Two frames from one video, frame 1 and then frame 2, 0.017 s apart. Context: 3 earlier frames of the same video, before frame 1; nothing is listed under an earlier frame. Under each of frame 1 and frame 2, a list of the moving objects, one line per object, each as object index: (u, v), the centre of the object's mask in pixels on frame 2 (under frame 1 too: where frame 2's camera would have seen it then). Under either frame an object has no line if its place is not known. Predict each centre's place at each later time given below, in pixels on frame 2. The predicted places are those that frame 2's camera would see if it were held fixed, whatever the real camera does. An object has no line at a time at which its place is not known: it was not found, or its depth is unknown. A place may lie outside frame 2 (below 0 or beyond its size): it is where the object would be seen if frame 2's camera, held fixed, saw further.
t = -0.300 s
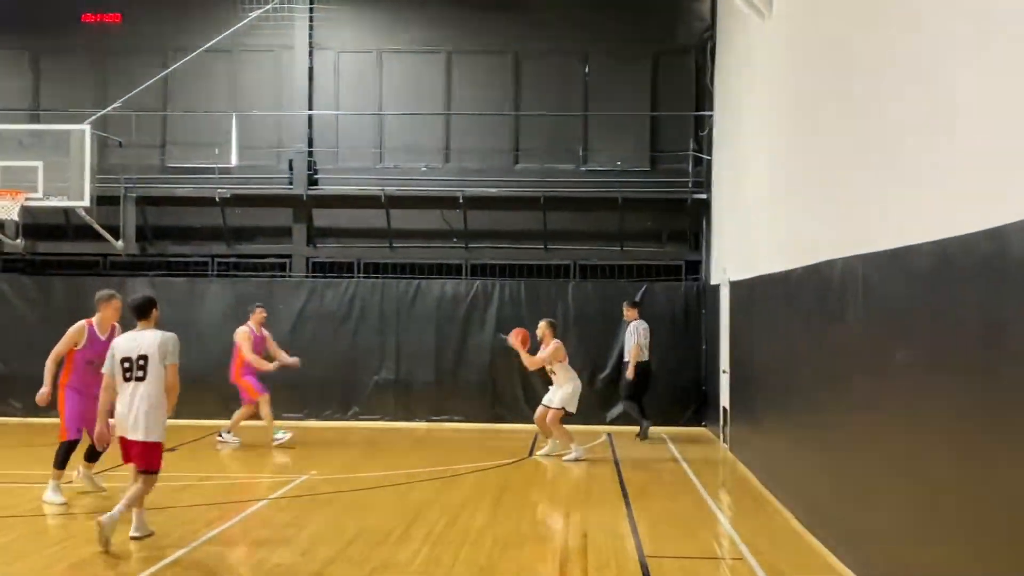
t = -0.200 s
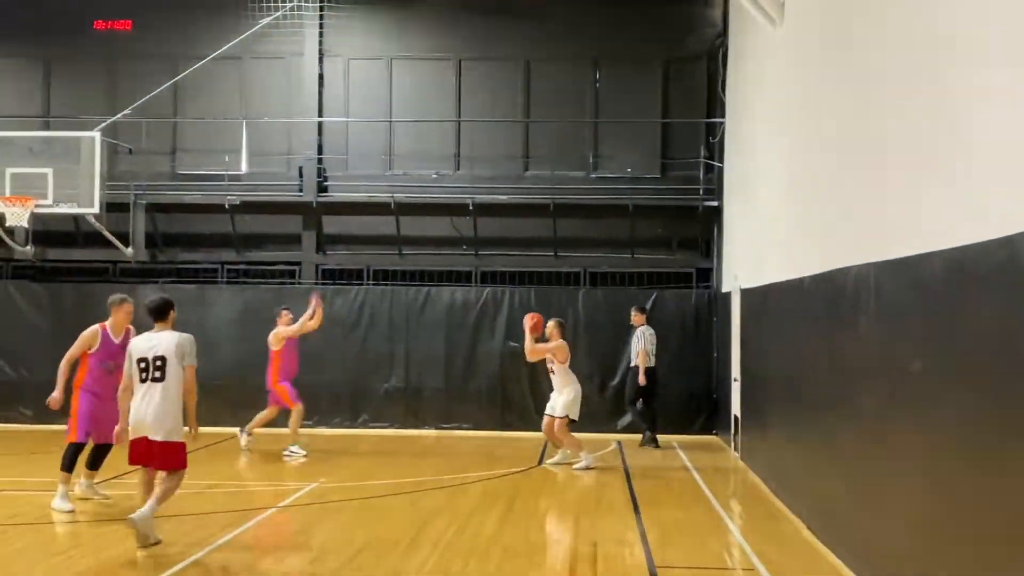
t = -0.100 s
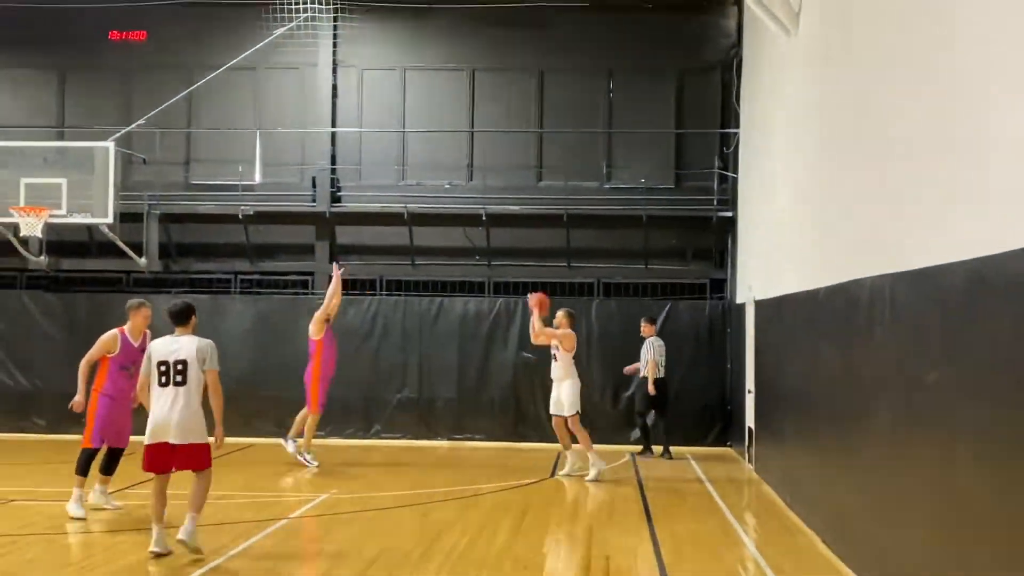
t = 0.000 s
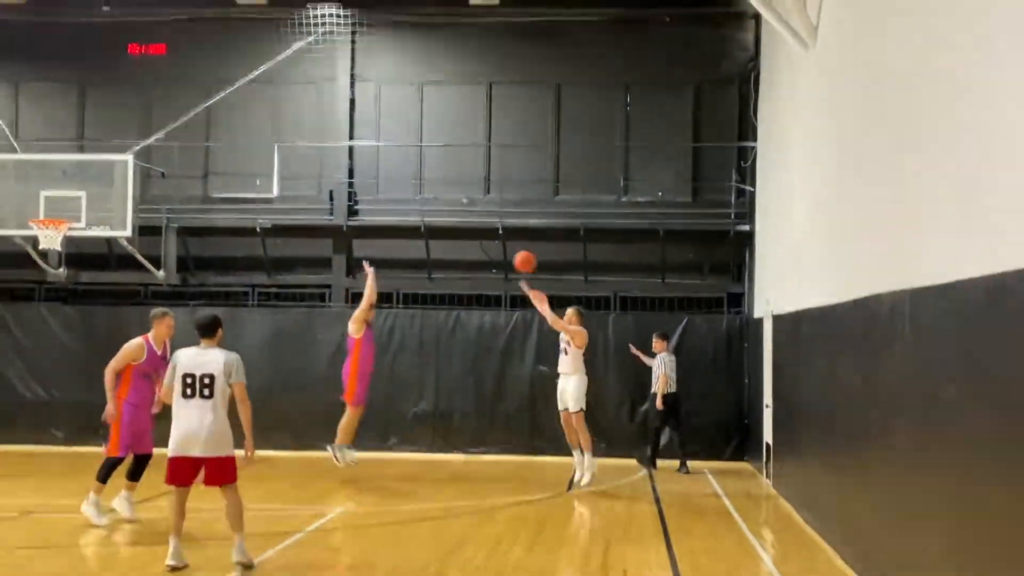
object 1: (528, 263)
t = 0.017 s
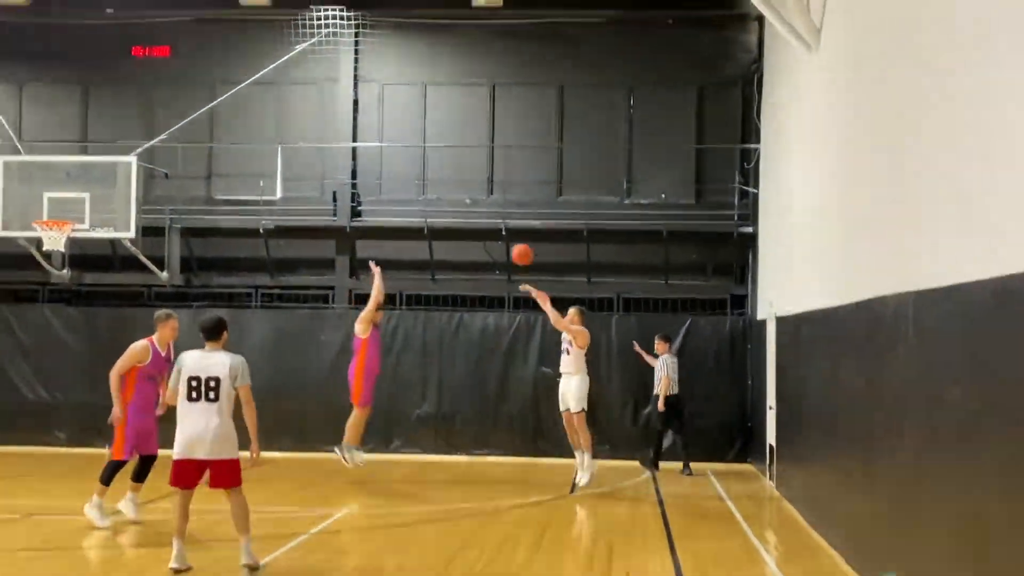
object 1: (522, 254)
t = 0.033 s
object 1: (514, 243)
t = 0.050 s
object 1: (509, 233)
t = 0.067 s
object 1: (501, 226)
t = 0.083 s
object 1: (495, 216)
